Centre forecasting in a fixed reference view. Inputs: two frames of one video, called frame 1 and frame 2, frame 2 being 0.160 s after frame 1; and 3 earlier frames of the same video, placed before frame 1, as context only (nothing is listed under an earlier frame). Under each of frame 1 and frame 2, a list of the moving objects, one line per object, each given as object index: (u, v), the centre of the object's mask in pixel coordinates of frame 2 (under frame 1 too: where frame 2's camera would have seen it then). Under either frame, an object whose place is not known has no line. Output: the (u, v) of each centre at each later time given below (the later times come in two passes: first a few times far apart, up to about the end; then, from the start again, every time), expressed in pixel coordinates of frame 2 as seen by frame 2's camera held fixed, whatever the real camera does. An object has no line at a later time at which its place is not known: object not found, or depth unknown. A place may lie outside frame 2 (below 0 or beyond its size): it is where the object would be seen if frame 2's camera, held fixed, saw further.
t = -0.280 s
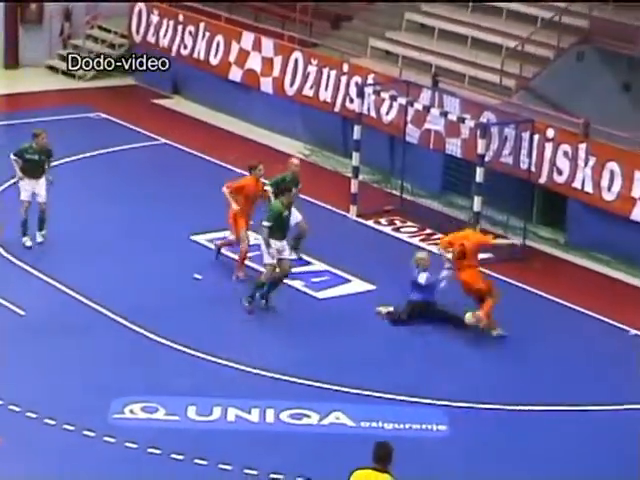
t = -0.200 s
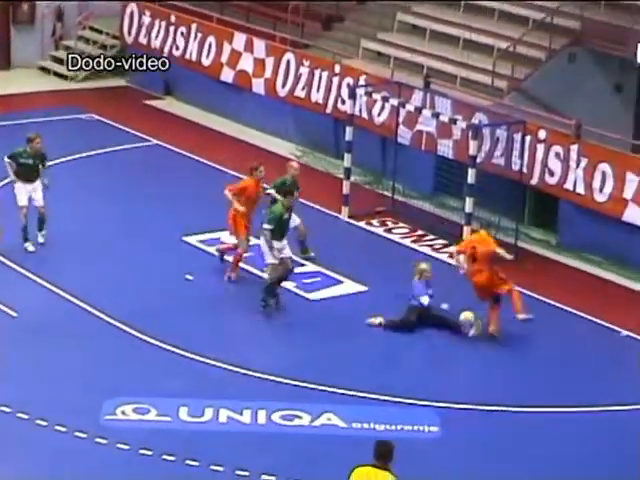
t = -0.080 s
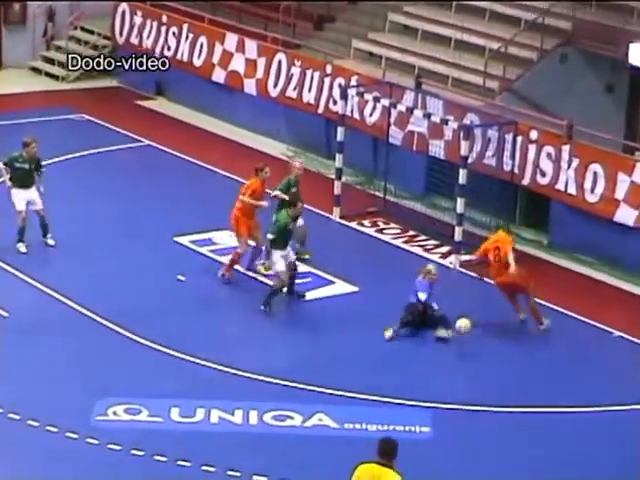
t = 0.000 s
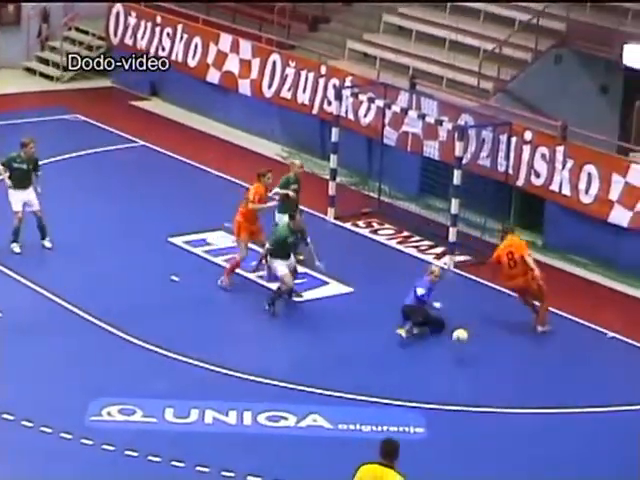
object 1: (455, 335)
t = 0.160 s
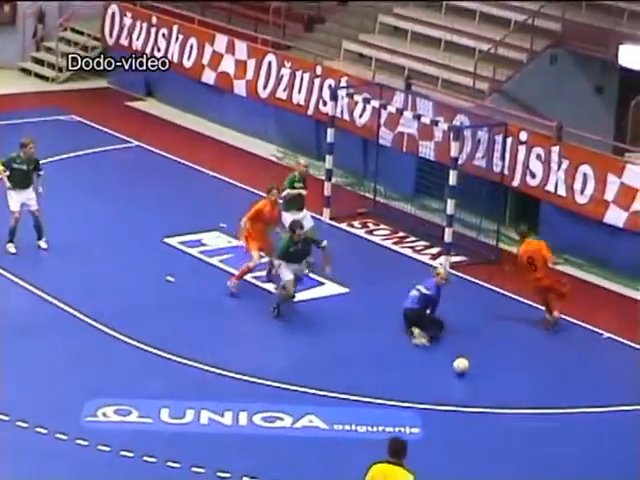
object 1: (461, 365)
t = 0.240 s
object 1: (464, 366)
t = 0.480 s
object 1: (474, 394)
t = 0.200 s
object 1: (462, 364)
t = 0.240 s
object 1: (464, 366)
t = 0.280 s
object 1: (466, 369)
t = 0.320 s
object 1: (467, 374)
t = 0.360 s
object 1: (469, 380)
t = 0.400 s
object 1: (470, 386)
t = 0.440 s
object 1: (472, 390)
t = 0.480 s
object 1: (474, 394)
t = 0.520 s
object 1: (476, 397)
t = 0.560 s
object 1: (477, 401)
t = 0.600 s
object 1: (479, 406)
